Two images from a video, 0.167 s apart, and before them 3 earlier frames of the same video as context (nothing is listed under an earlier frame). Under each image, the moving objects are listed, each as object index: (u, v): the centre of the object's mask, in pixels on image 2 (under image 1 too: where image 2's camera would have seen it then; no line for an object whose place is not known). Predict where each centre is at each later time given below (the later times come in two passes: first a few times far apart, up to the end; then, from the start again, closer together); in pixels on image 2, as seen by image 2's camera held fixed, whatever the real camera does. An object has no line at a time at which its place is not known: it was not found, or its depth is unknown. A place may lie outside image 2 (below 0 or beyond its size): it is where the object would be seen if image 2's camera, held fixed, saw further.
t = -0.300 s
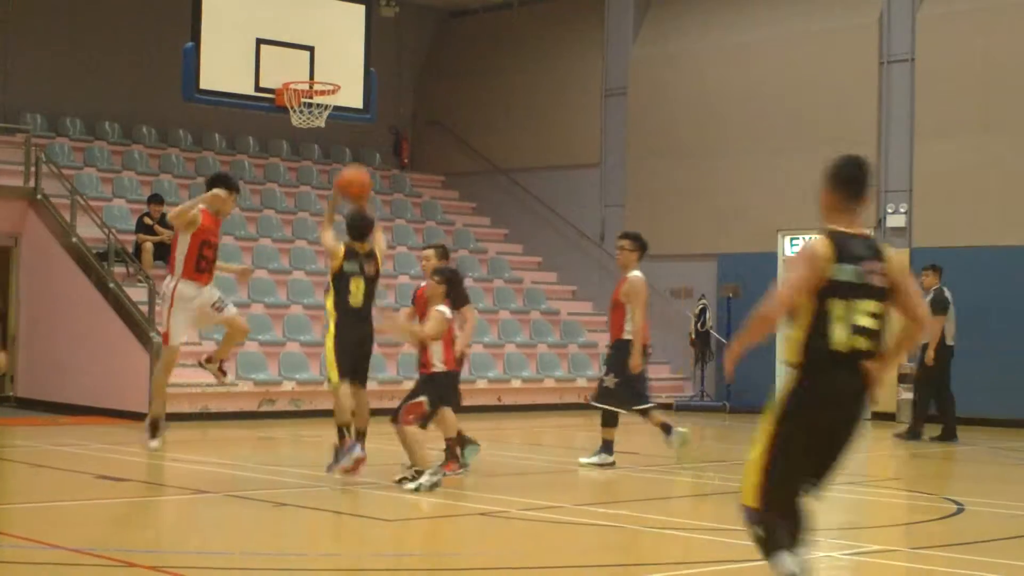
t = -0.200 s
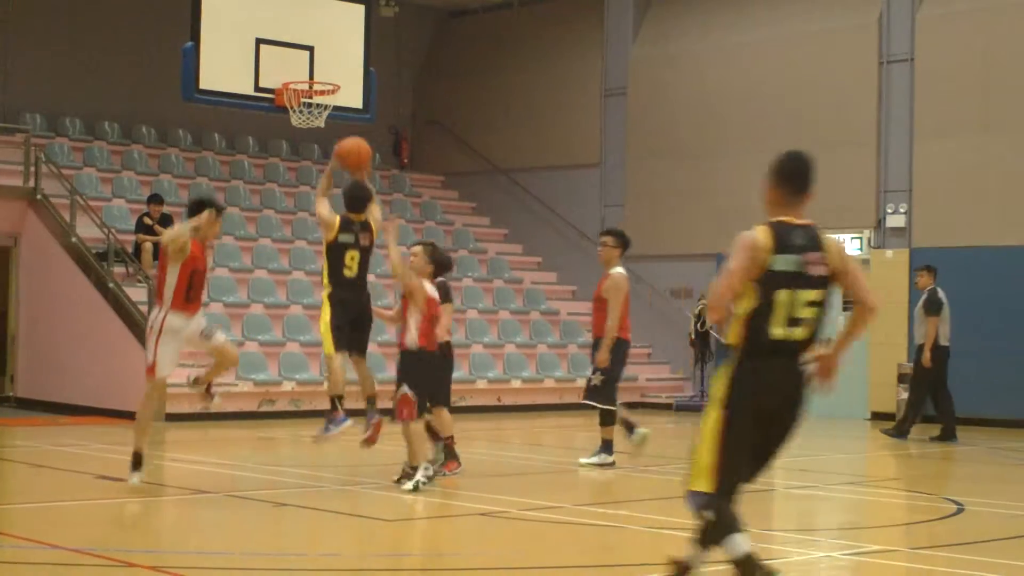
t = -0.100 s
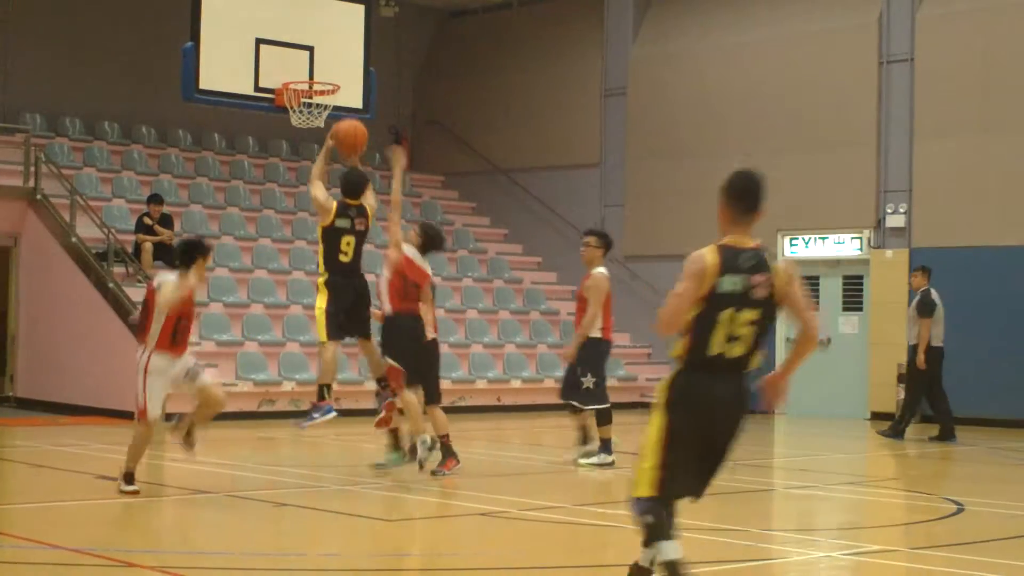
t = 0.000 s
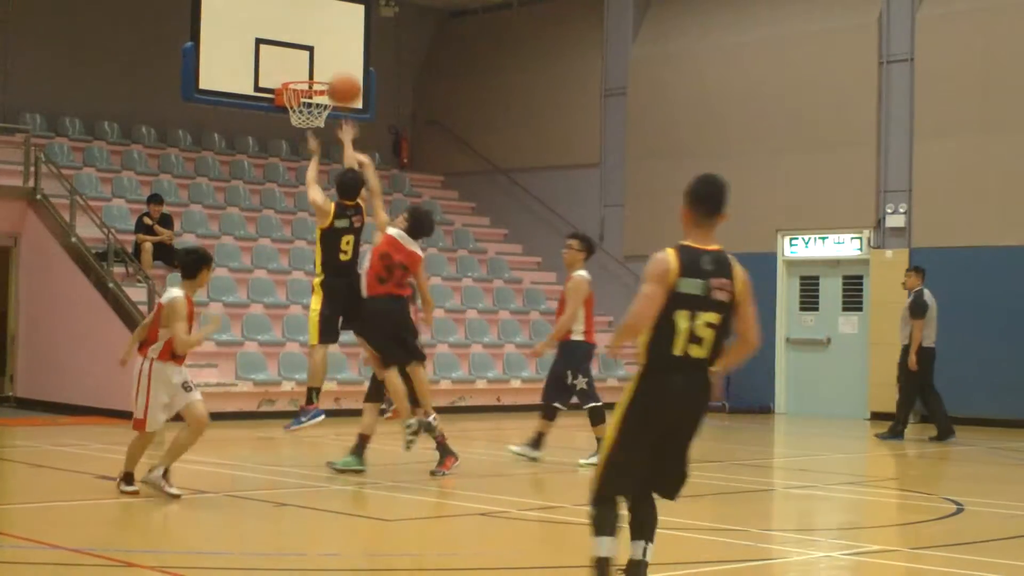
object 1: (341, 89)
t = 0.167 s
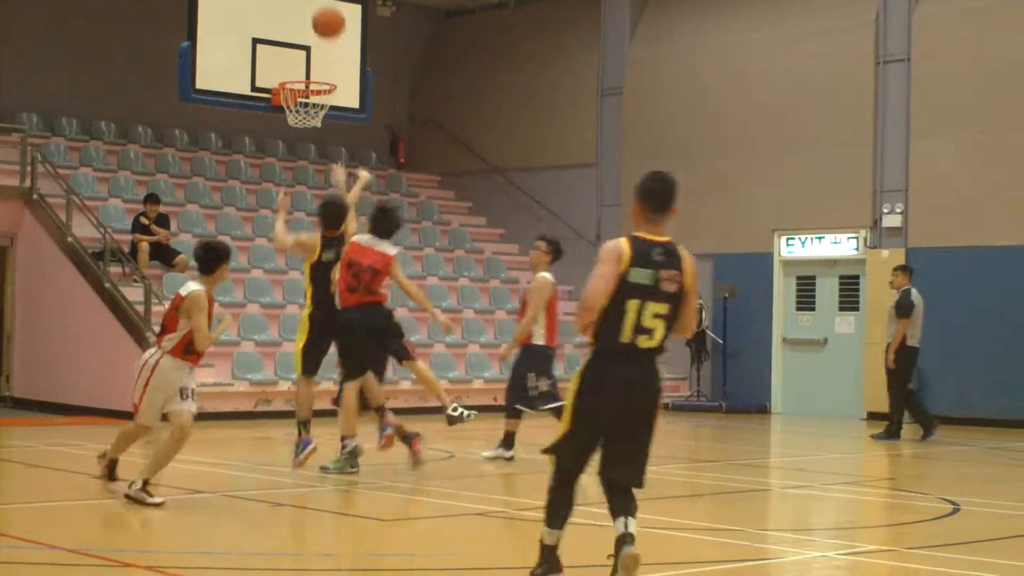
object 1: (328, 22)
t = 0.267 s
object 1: (320, 7)
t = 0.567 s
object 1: (298, 13)
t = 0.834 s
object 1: (309, 67)
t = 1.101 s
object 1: (389, 82)
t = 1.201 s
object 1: (420, 110)
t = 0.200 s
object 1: (325, 14)
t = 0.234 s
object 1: (323, 10)
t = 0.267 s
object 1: (320, 7)
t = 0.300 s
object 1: (319, 5)
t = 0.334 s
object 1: (316, 4)
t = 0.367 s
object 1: (313, 3)
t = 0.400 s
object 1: (310, 3)
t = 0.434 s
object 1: (308, 4)
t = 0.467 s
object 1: (306, 5)
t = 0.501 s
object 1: (303, 7)
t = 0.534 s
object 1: (300, 9)
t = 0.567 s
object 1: (298, 13)
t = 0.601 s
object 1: (295, 20)
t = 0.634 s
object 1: (292, 28)
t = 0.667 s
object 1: (290, 39)
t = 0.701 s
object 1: (287, 50)
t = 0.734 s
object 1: (285, 62)
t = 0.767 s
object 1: (289, 72)
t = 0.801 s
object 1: (299, 69)
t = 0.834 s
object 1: (309, 67)
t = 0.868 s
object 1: (319, 64)
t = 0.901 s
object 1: (329, 63)
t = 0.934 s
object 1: (338, 63)
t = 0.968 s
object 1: (349, 64)
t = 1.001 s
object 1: (359, 66)
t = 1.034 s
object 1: (369, 70)
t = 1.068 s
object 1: (378, 75)
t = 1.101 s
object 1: (389, 82)
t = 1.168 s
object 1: (409, 100)
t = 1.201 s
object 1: (420, 110)
